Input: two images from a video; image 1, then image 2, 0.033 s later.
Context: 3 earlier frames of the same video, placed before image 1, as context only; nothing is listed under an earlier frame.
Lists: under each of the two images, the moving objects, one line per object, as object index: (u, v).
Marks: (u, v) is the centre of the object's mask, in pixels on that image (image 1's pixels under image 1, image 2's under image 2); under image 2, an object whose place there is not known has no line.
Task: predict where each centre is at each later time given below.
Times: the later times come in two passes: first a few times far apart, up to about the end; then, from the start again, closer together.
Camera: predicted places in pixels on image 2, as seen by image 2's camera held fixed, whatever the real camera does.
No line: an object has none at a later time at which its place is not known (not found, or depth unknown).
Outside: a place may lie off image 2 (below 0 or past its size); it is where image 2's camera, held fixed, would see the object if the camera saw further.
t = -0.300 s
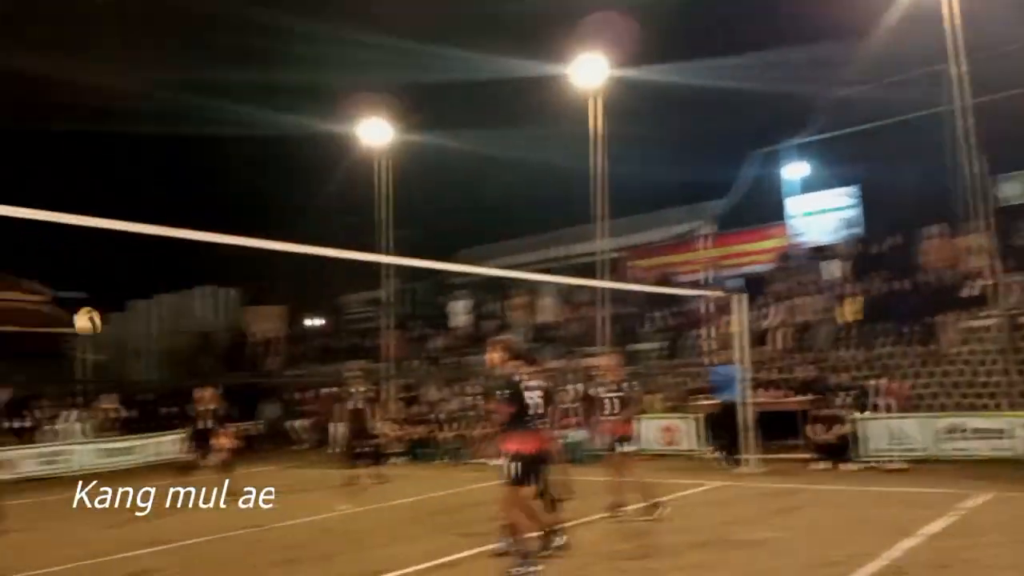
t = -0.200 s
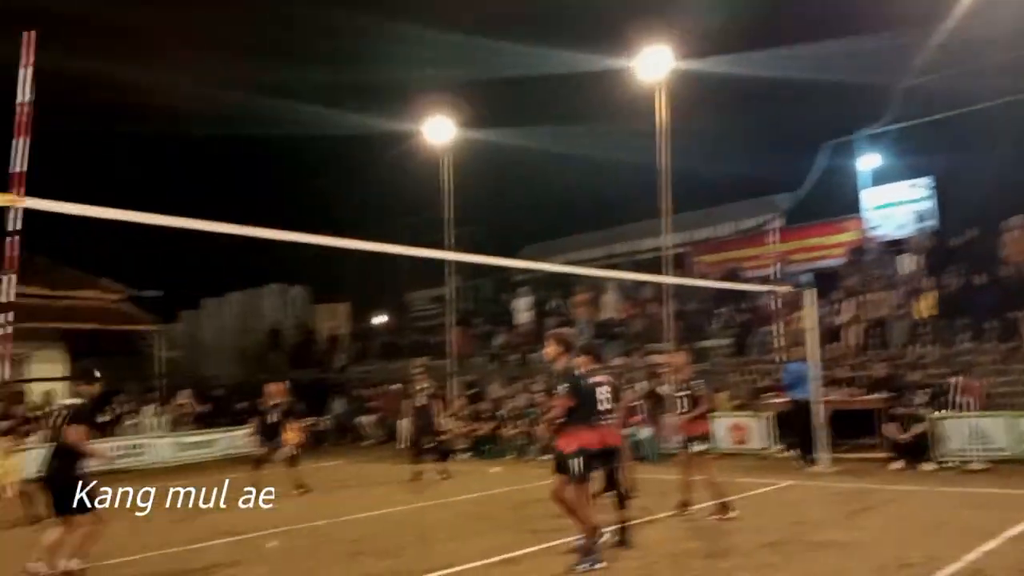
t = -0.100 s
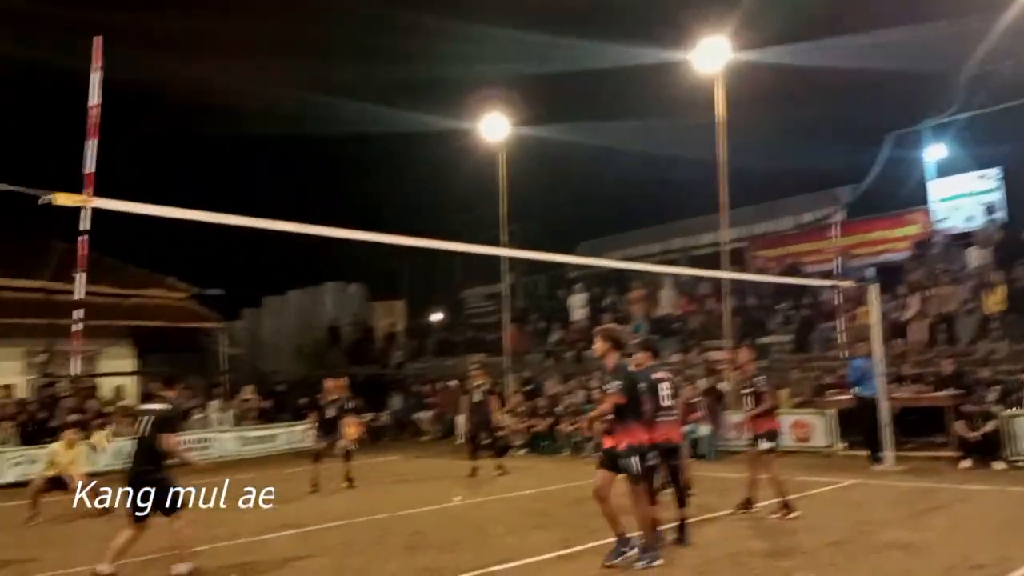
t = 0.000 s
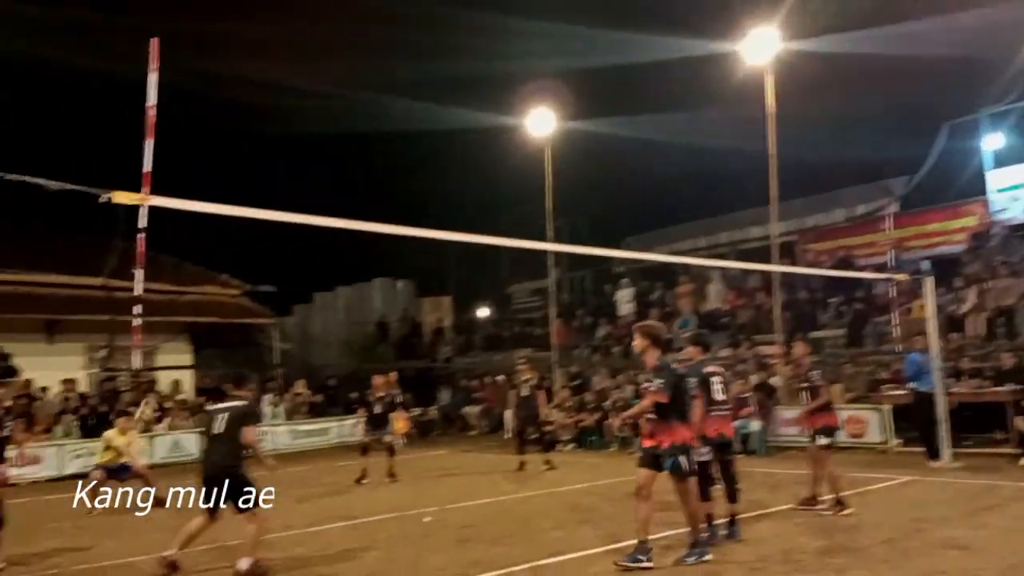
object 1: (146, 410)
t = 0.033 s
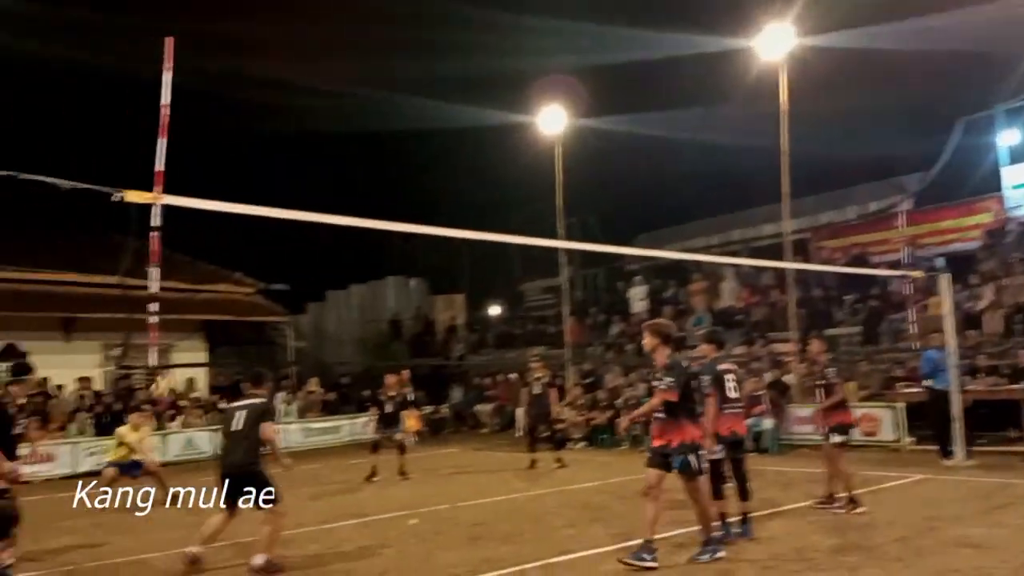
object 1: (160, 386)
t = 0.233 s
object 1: (181, 253)
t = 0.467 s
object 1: (204, 135)
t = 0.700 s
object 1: (229, 58)
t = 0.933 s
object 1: (254, 28)
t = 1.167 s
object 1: (283, 47)
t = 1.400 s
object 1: (316, 121)
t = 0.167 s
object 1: (176, 294)
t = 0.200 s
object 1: (179, 272)
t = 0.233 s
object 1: (181, 253)
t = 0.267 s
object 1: (184, 234)
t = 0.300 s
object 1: (186, 217)
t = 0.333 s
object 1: (192, 193)
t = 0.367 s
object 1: (194, 181)
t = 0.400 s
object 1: (197, 164)
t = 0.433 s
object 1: (201, 149)
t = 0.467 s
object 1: (204, 135)
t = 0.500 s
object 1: (208, 121)
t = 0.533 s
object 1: (212, 108)
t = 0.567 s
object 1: (214, 97)
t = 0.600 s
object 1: (218, 86)
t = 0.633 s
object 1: (222, 76)
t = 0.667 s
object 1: (224, 68)
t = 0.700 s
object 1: (229, 58)
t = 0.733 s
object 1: (232, 51)
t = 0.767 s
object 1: (235, 46)
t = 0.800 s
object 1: (240, 40)
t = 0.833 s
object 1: (243, 35)
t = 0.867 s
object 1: (246, 32)
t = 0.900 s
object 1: (250, 30)
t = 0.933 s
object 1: (254, 28)
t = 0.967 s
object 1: (258, 28)
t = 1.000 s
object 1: (262, 28)
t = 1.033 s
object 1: (266, 29)
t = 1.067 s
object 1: (270, 32)
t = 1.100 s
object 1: (274, 36)
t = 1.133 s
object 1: (279, 40)
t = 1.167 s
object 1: (283, 47)
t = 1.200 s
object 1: (287, 52)
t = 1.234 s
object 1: (292, 61)
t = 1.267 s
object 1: (296, 70)
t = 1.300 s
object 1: (301, 82)
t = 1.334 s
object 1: (306, 93)
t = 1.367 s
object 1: (310, 106)
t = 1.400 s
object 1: (316, 121)
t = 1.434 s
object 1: (321, 135)
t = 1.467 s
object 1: (326, 152)
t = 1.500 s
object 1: (332, 171)
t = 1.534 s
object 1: (337, 191)
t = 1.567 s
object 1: (342, 208)
